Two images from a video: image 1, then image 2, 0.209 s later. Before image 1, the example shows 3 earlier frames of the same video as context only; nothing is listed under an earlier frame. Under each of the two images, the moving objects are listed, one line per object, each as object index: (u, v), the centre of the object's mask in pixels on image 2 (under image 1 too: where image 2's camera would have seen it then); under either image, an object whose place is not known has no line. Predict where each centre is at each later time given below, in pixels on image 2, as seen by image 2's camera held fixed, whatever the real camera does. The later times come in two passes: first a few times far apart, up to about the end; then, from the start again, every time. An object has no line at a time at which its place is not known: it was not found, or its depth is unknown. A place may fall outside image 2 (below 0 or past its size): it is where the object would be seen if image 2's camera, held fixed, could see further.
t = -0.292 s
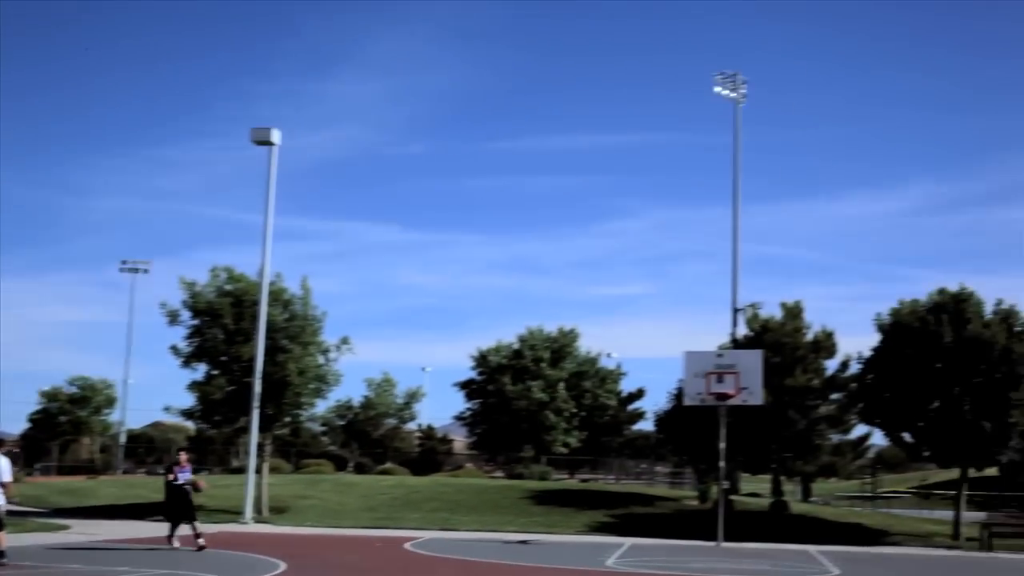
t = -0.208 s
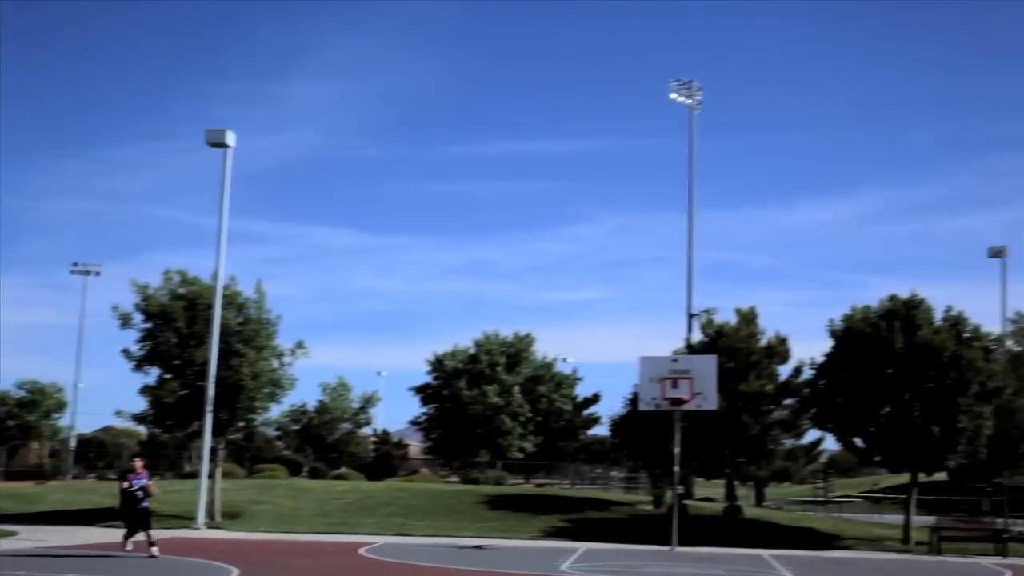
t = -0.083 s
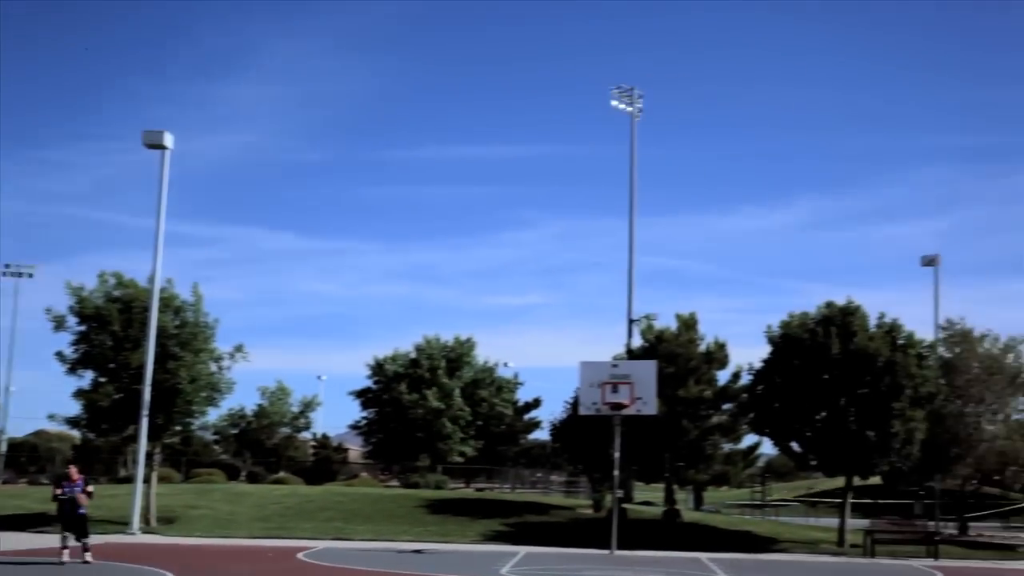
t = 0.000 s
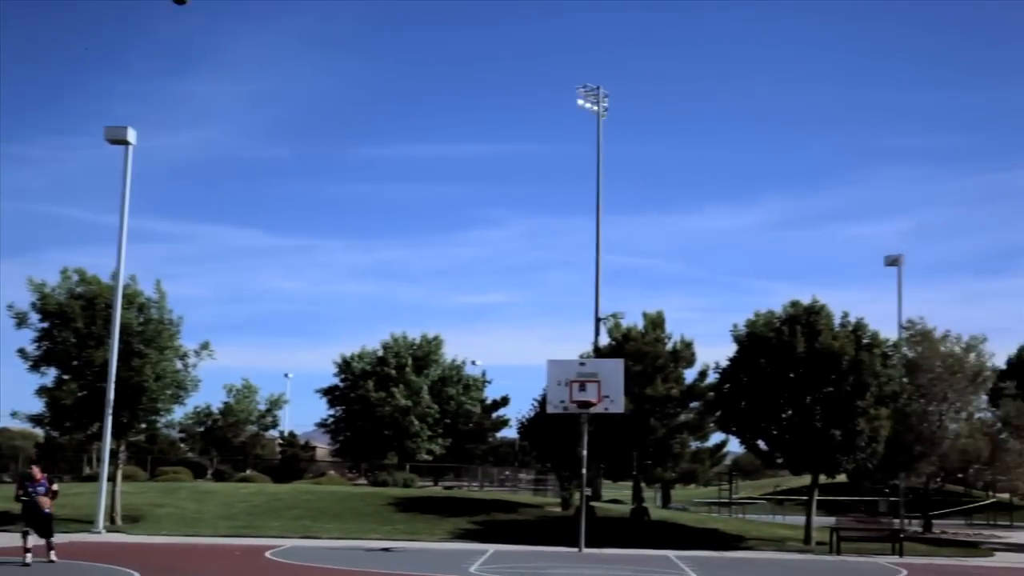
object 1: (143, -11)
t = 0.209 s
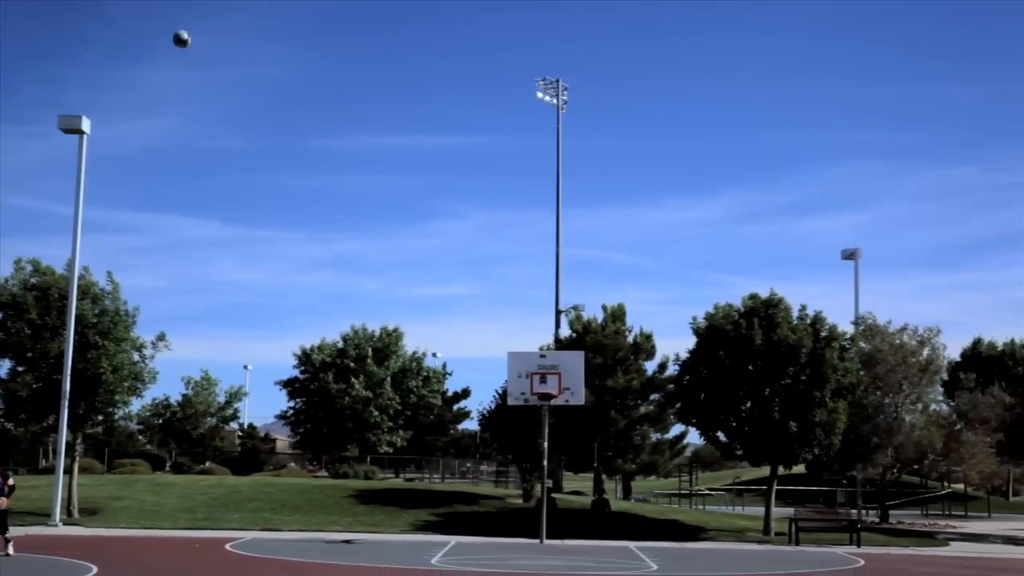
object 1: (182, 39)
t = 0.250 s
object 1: (188, 52)
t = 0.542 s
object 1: (219, 154)
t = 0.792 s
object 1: (230, 256)
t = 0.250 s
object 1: (188, 52)
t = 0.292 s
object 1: (194, 65)
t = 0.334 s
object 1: (199, 79)
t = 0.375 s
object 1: (204, 93)
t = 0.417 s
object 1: (208, 108)
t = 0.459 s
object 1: (212, 122)
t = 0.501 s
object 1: (216, 138)
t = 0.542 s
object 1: (219, 154)
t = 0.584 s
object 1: (222, 169)
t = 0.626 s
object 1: (225, 185)
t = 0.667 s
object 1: (226, 202)
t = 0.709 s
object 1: (228, 220)
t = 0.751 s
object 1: (230, 237)
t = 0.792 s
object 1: (230, 256)
